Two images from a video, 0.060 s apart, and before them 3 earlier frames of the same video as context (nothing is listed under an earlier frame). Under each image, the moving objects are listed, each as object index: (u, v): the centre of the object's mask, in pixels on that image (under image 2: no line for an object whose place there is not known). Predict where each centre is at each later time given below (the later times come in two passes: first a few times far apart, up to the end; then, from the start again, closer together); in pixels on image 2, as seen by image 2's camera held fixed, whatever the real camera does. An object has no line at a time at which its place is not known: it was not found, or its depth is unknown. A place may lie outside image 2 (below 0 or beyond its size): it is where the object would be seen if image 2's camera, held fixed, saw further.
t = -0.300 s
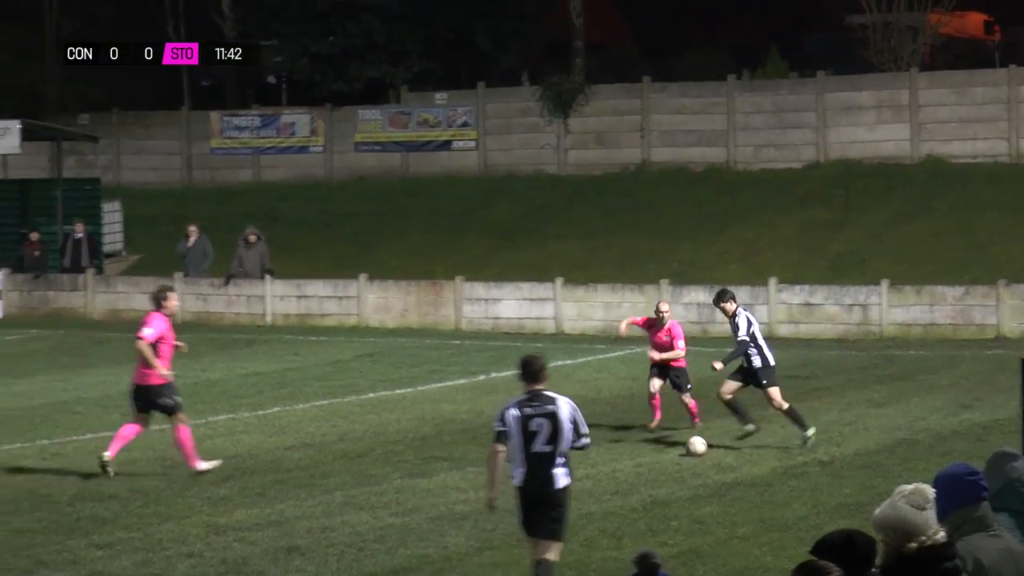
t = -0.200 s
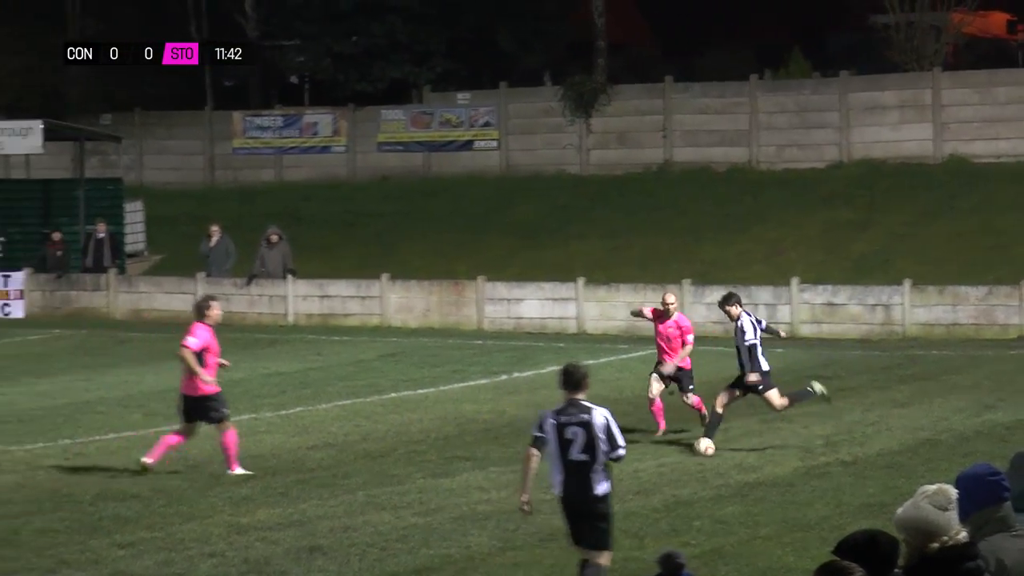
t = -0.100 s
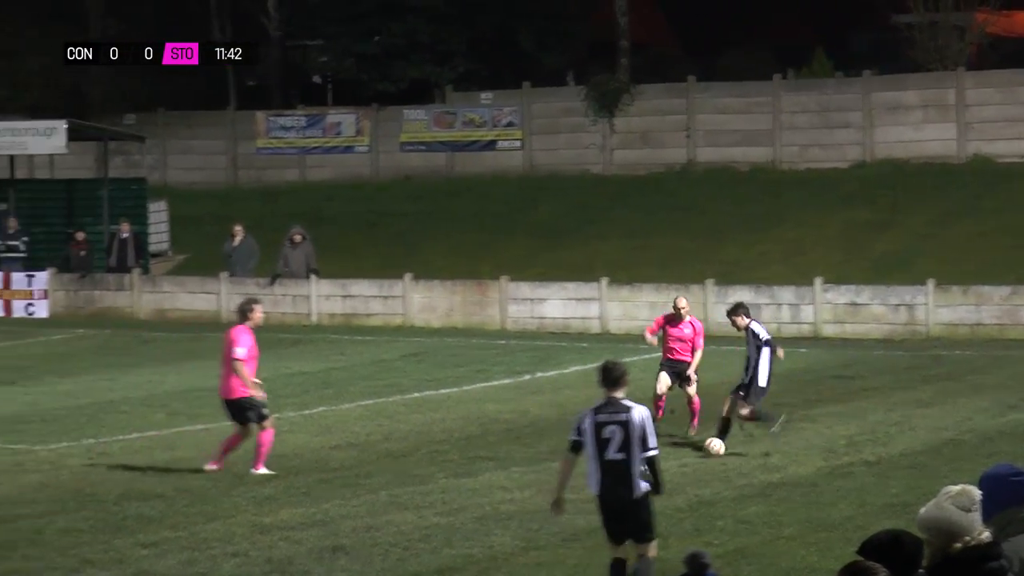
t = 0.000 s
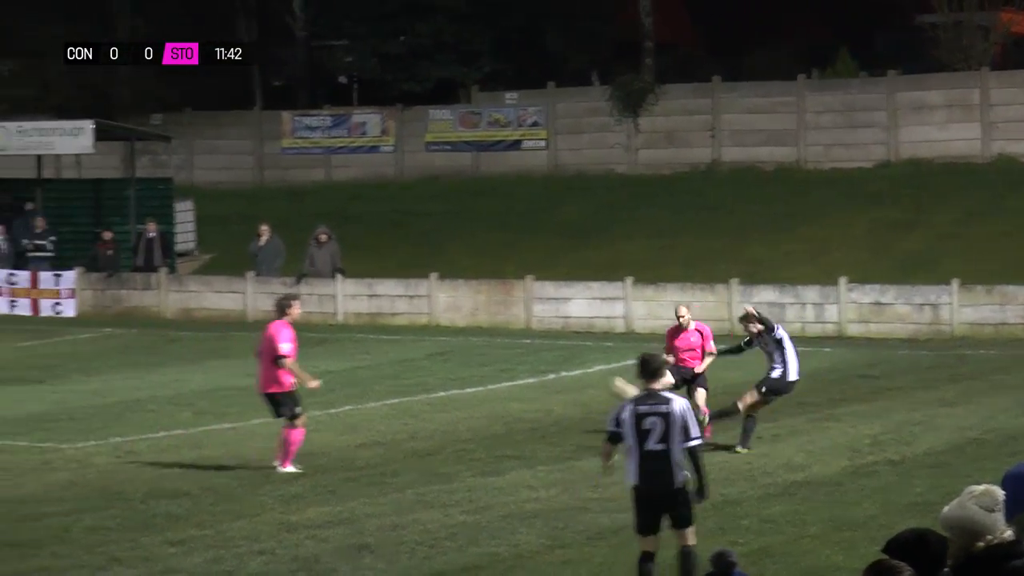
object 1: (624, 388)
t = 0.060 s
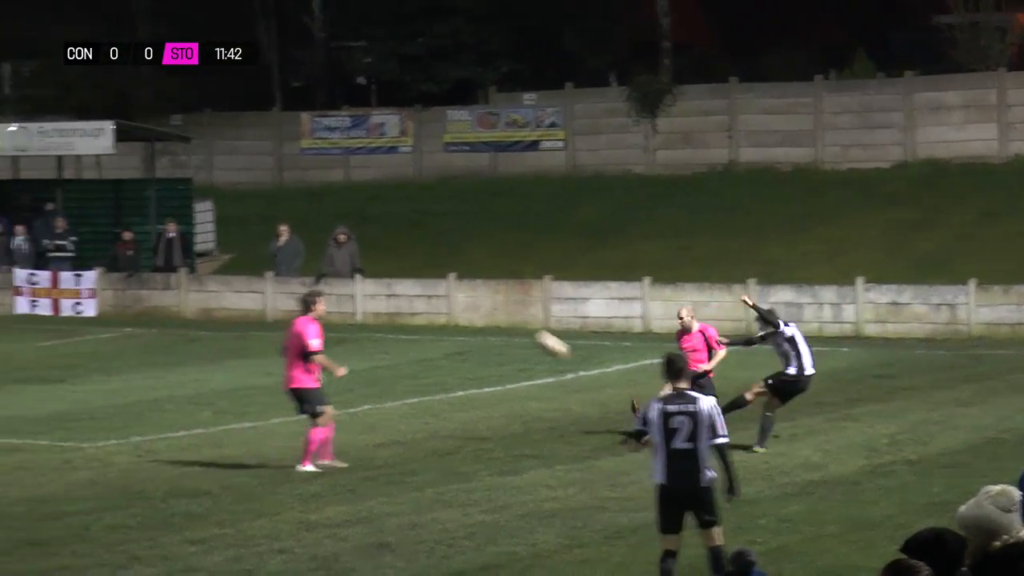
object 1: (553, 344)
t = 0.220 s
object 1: (334, 237)
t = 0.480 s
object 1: (54, 117)
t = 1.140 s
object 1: (-403, 47)
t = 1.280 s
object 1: (-466, 69)
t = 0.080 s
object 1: (524, 329)
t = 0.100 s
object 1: (494, 316)
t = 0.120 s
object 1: (464, 301)
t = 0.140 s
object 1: (437, 287)
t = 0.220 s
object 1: (334, 237)
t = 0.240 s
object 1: (310, 226)
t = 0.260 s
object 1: (285, 215)
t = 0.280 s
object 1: (261, 204)
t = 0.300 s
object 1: (238, 194)
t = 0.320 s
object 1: (216, 184)
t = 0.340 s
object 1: (194, 174)
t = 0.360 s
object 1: (173, 165)
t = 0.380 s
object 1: (152, 156)
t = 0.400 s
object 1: (132, 148)
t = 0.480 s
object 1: (54, 117)
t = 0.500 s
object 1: (35, 110)
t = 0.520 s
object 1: (16, 103)
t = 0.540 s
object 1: (-1, 98)
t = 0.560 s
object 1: (-19, 92)
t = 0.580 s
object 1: (-37, 87)
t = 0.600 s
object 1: (-54, 82)
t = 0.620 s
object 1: (-69, 76)
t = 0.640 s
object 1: (-86, 72)
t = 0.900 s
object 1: (-269, 38)
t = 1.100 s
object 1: (-382, 43)
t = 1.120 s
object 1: (-392, 45)
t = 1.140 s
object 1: (-403, 47)
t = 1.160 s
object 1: (-412, 49)
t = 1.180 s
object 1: (-422, 52)
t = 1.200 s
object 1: (-432, 55)
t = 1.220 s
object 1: (-440, 58)
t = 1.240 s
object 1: (-449, 62)
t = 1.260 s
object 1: (-458, 65)
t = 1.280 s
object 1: (-466, 69)
